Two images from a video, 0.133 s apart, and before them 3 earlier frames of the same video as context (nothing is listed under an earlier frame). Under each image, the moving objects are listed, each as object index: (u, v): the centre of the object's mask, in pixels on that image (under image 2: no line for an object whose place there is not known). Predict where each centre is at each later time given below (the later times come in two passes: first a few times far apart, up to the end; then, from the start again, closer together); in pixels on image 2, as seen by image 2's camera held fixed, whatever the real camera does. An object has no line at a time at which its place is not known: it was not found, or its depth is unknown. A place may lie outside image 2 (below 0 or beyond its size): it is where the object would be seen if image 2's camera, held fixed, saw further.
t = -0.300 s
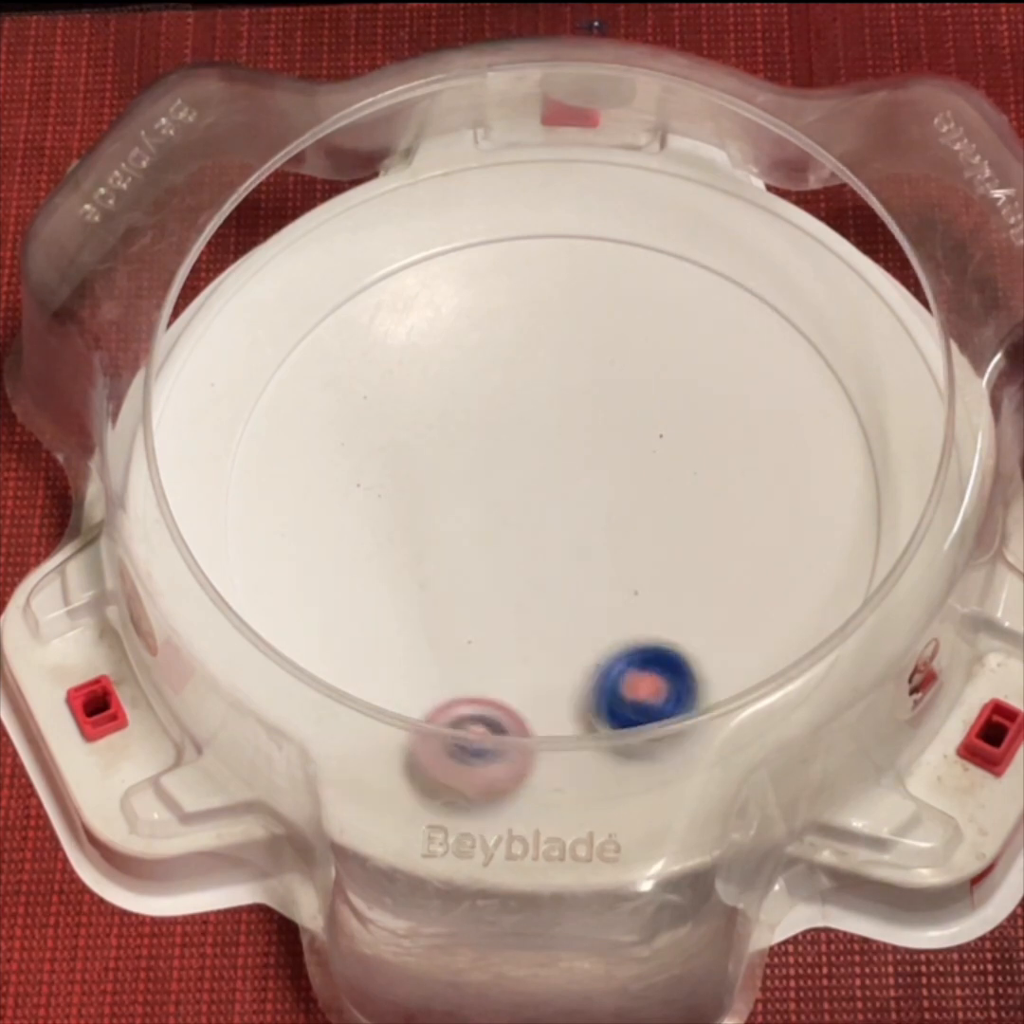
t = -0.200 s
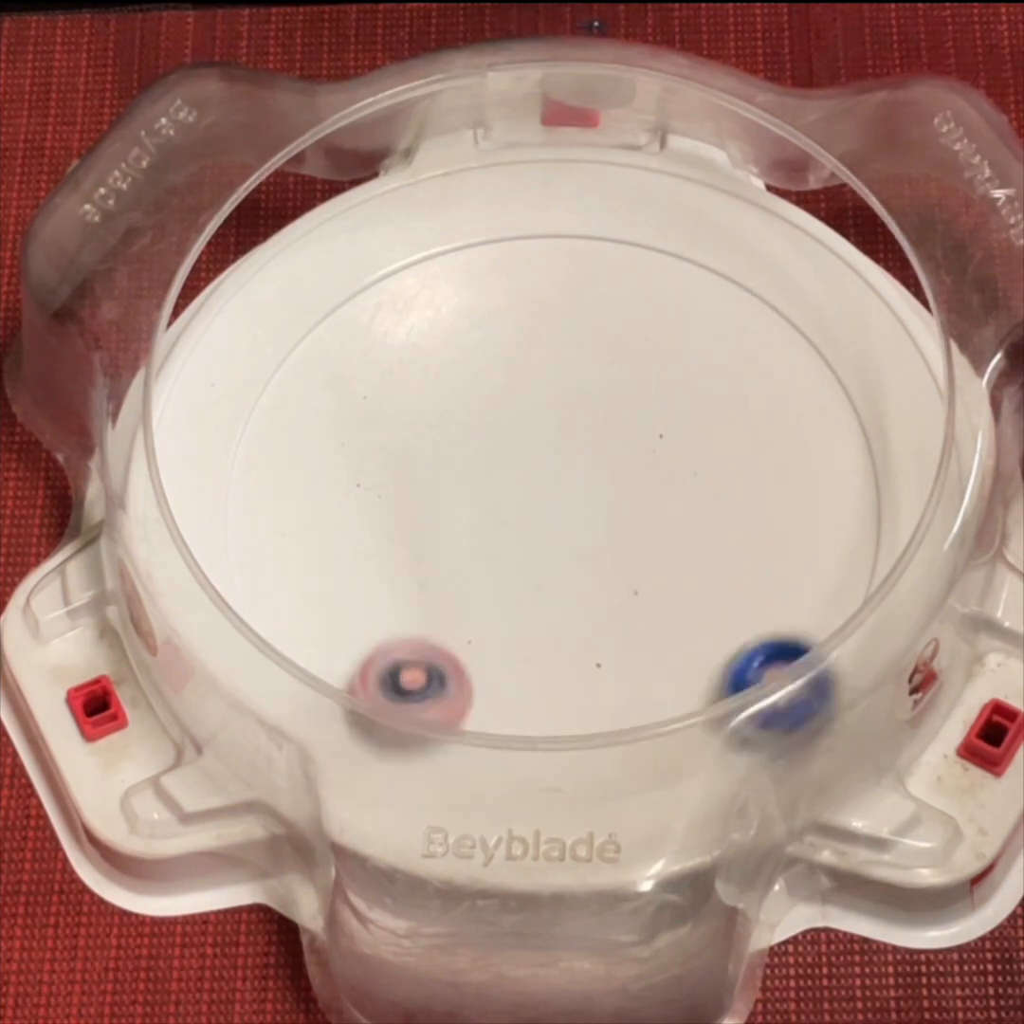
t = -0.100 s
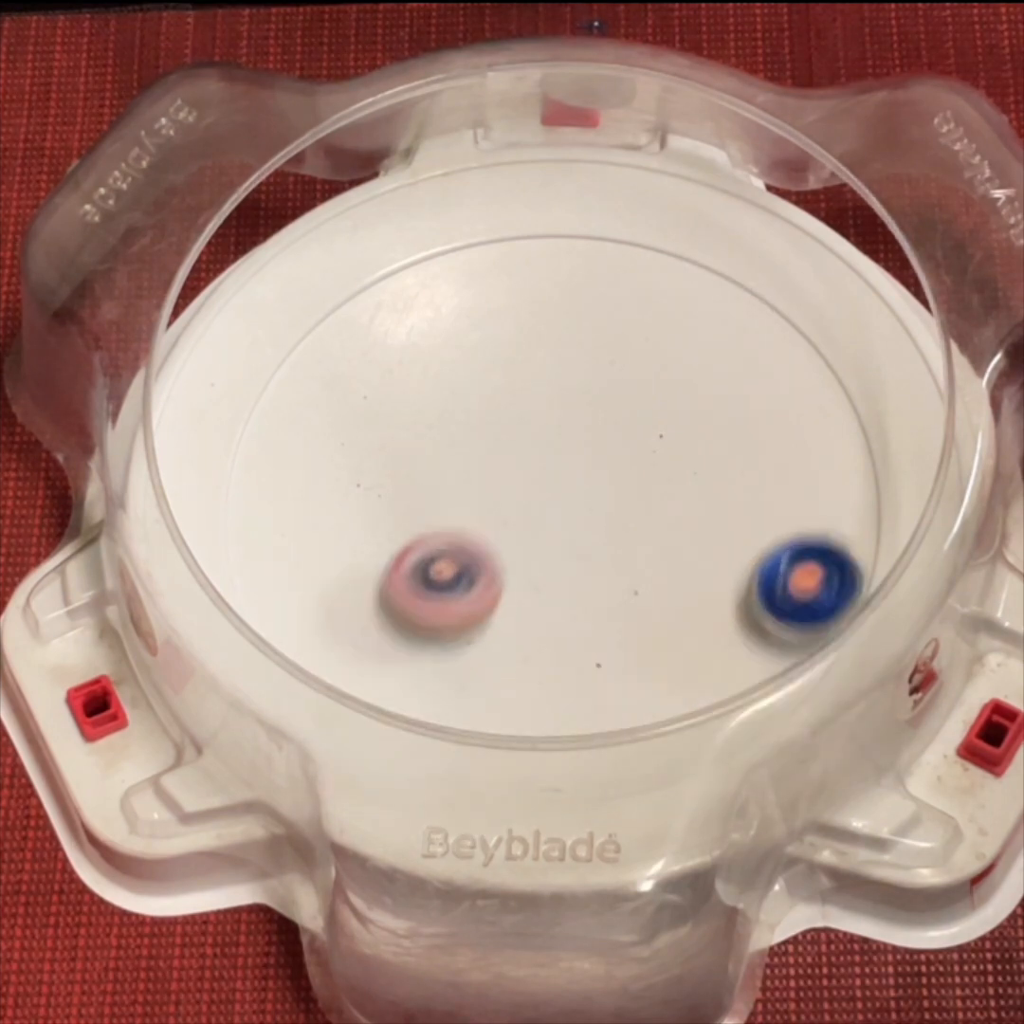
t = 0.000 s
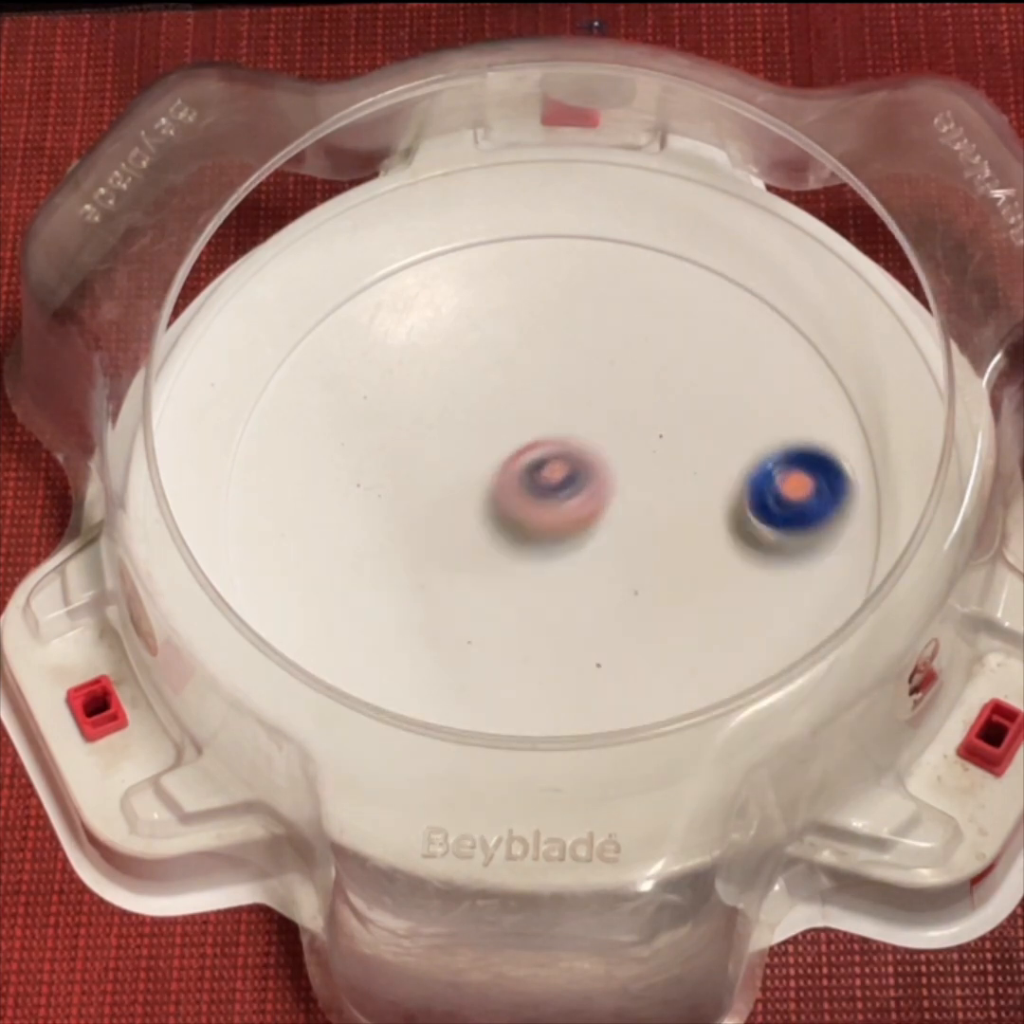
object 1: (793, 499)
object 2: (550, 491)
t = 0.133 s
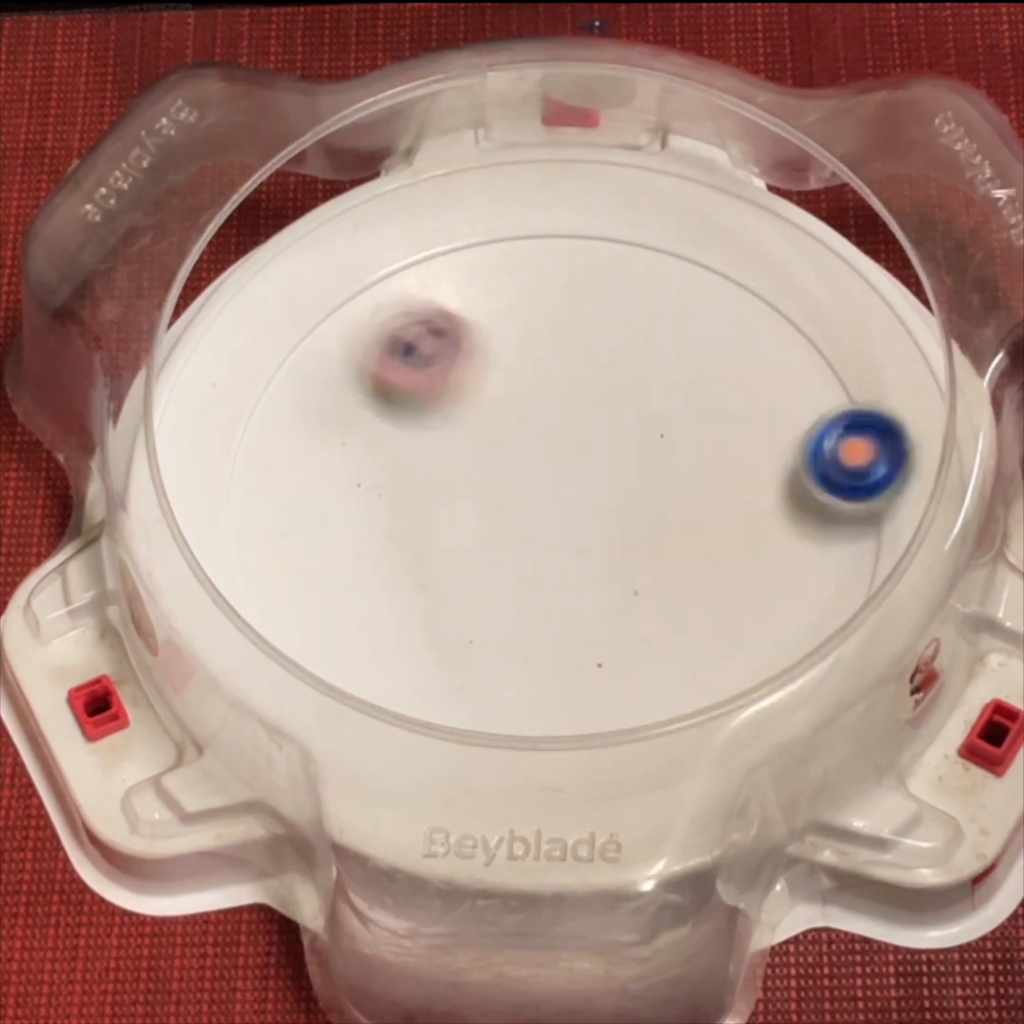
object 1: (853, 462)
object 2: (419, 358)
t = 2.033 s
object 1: (535, 676)
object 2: (580, 512)
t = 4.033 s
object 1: (475, 395)
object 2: (652, 658)
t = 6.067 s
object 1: (449, 465)
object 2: (520, 564)
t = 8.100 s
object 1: (636, 620)
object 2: (452, 577)
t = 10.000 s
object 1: (280, 423)
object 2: (751, 574)
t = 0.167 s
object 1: (830, 480)
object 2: (338, 312)
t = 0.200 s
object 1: (805, 501)
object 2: (300, 292)
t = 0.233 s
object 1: (777, 509)
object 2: (283, 289)
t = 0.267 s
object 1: (748, 515)
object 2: (266, 307)
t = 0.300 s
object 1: (721, 520)
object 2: (257, 328)
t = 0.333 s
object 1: (696, 526)
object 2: (263, 336)
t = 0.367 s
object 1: (673, 534)
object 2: (271, 358)
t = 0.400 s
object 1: (652, 544)
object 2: (292, 373)
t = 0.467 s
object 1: (622, 572)
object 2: (353, 415)
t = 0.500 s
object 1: (612, 588)
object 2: (390, 435)
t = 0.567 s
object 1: (608, 623)
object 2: (474, 460)
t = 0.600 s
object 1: (612, 639)
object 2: (513, 467)
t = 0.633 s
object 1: (620, 654)
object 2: (546, 470)
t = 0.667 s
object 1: (632, 668)
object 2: (571, 470)
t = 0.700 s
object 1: (647, 677)
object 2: (588, 467)
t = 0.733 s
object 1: (666, 680)
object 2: (598, 468)
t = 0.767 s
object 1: (689, 679)
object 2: (602, 472)
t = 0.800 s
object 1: (712, 674)
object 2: (603, 477)
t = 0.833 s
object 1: (734, 664)
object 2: (599, 483)
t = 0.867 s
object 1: (752, 652)
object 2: (592, 489)
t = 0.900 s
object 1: (768, 636)
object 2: (584, 494)
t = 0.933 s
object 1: (774, 618)
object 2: (573, 497)
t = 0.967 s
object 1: (767, 592)
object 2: (562, 498)
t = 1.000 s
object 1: (747, 567)
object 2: (549, 498)
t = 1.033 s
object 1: (718, 546)
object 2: (537, 495)
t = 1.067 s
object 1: (684, 530)
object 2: (526, 489)
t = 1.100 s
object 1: (647, 518)
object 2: (517, 480)
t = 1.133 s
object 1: (624, 519)
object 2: (487, 462)
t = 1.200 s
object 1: (659, 551)
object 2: (342, 372)
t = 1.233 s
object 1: (660, 563)
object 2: (292, 327)
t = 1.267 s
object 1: (653, 572)
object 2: (287, 301)
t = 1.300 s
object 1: (643, 580)
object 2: (283, 293)
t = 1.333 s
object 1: (630, 587)
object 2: (282, 299)
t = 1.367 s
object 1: (615, 595)
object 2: (293, 289)
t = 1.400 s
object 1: (603, 605)
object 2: (307, 289)
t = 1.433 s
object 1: (594, 615)
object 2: (325, 282)
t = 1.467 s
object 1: (587, 625)
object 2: (346, 275)
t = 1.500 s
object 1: (585, 635)
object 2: (370, 266)
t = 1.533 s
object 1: (585, 644)
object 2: (396, 259)
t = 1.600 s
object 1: (598, 657)
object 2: (470, 259)
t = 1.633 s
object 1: (607, 658)
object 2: (512, 267)
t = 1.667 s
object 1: (617, 655)
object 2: (554, 287)
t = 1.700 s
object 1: (625, 647)
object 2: (590, 318)
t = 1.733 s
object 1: (629, 637)
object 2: (617, 358)
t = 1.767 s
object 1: (629, 625)
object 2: (638, 402)
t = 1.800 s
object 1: (622, 612)
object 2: (646, 453)
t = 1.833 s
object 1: (607, 603)
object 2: (644, 494)
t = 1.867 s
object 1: (579, 625)
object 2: (650, 487)
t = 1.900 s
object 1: (559, 642)
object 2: (649, 482)
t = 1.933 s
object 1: (545, 653)
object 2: (642, 482)
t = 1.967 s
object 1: (538, 662)
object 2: (628, 488)
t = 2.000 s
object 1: (534, 670)
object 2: (606, 500)
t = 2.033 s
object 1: (535, 676)
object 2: (580, 512)
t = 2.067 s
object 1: (538, 681)
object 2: (548, 523)
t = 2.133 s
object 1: (546, 679)
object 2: (482, 523)
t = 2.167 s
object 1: (550, 673)
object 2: (450, 513)
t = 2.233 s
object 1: (554, 654)
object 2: (399, 475)
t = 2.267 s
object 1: (551, 641)
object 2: (385, 449)
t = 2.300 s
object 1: (545, 626)
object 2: (378, 419)
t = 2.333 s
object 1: (531, 610)
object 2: (383, 387)
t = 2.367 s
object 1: (513, 594)
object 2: (397, 359)
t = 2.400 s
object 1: (491, 582)
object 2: (422, 333)
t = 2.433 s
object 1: (469, 572)
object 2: (458, 314)
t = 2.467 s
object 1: (443, 567)
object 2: (501, 306)
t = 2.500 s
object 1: (420, 565)
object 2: (548, 310)
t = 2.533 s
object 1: (398, 568)
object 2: (594, 323)
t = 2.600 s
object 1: (359, 587)
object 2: (665, 386)
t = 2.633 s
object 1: (348, 602)
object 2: (687, 432)
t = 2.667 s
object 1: (343, 619)
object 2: (700, 478)
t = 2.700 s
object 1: (348, 637)
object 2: (695, 530)
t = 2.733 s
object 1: (363, 648)
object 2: (680, 579)
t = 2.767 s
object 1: (383, 660)
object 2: (650, 624)
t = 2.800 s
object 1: (410, 668)
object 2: (611, 661)
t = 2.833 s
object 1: (436, 673)
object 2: (566, 688)
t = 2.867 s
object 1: (419, 655)
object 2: (576, 717)
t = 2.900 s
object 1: (411, 635)
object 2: (582, 736)
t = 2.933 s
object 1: (406, 616)
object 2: (578, 750)
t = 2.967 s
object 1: (400, 596)
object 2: (566, 759)
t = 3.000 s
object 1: (392, 577)
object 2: (544, 763)
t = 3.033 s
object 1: (382, 560)
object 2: (514, 762)
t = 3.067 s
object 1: (369, 546)
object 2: (480, 757)
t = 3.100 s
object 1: (354, 533)
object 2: (438, 745)
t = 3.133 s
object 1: (339, 524)
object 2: (395, 725)
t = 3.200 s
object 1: (306, 513)
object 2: (330, 654)
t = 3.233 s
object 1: (290, 509)
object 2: (321, 614)
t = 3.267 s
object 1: (266, 433)
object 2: (342, 661)
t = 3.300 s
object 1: (272, 370)
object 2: (369, 706)
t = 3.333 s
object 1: (302, 329)
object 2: (401, 736)
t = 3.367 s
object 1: (345, 316)
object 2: (444, 740)
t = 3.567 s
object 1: (586, 322)
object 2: (597, 685)
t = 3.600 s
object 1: (608, 334)
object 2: (609, 676)
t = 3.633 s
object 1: (625, 349)
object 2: (620, 669)
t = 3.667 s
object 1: (634, 368)
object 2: (629, 661)
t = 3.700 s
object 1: (639, 389)
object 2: (637, 656)
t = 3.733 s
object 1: (635, 408)
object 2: (645, 652)
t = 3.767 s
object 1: (626, 425)
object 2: (653, 651)
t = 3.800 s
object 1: (614, 437)
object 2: (660, 650)
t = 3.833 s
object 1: (599, 445)
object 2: (666, 651)
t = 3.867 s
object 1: (581, 447)
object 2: (672, 652)
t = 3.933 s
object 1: (541, 436)
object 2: (676, 659)
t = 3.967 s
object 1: (519, 424)
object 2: (670, 661)
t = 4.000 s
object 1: (496, 408)
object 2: (663, 662)
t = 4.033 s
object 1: (475, 395)
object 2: (652, 658)
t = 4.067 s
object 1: (453, 384)
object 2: (641, 648)
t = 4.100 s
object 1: (432, 373)
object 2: (630, 633)
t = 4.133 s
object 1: (410, 365)
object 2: (620, 613)
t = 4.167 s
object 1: (388, 359)
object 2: (614, 589)
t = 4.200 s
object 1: (365, 356)
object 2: (614, 563)
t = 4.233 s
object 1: (344, 357)
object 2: (618, 537)
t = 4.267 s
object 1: (322, 361)
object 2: (627, 513)
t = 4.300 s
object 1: (302, 369)
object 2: (640, 491)
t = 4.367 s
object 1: (270, 394)
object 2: (675, 457)
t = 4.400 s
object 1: (259, 414)
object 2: (695, 447)
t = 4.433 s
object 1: (254, 438)
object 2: (715, 442)
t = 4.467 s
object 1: (257, 463)
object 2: (734, 444)
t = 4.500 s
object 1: (270, 489)
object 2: (752, 452)
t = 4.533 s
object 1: (291, 515)
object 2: (765, 467)
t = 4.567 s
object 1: (317, 534)
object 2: (769, 487)
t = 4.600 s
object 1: (351, 550)
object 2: (763, 510)
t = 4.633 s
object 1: (387, 560)
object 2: (746, 533)
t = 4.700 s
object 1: (458, 562)
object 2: (681, 566)
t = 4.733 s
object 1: (492, 557)
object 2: (639, 570)
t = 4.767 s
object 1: (468, 536)
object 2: (660, 570)
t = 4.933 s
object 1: (299, 456)
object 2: (835, 556)
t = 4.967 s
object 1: (297, 465)
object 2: (830, 561)
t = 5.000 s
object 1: (300, 481)
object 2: (812, 573)
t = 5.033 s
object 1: (310, 501)
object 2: (781, 588)
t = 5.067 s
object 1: (330, 520)
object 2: (741, 598)
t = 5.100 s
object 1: (356, 534)
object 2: (699, 599)
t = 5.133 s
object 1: (387, 544)
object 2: (657, 591)
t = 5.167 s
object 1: (416, 547)
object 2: (615, 576)
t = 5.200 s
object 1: (450, 546)
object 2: (581, 555)
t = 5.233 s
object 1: (443, 534)
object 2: (598, 535)
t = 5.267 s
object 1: (437, 520)
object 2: (618, 513)
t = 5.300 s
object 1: (441, 508)
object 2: (629, 491)
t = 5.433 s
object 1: (485, 454)
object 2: (636, 413)
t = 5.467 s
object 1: (492, 438)
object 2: (641, 400)
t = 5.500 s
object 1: (494, 422)
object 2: (646, 389)
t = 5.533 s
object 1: (494, 407)
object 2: (651, 382)
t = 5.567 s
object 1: (488, 392)
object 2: (658, 378)
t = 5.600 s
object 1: (479, 381)
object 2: (664, 379)
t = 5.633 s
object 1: (467, 372)
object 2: (667, 385)
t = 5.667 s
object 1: (456, 369)
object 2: (666, 395)
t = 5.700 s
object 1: (447, 371)
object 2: (660, 408)
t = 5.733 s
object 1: (444, 376)
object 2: (650, 421)
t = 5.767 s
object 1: (443, 384)
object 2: (637, 432)
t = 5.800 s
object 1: (445, 394)
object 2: (618, 444)
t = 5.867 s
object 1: (452, 414)
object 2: (577, 463)
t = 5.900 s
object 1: (454, 422)
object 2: (561, 473)
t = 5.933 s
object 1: (439, 418)
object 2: (565, 500)
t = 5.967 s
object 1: (434, 423)
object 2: (564, 522)
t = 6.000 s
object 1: (435, 434)
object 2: (556, 540)
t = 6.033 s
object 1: (439, 450)
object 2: (541, 555)
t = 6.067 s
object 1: (449, 465)
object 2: (520, 564)
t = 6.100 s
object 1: (462, 464)
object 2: (501, 586)
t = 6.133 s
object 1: (467, 438)
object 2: (496, 635)
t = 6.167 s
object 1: (473, 419)
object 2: (486, 675)
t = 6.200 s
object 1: (477, 408)
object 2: (472, 694)
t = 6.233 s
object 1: (479, 400)
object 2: (454, 720)
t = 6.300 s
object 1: (480, 392)
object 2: (405, 729)
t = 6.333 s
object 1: (480, 392)
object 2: (376, 725)
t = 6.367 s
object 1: (479, 393)
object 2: (356, 703)
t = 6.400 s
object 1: (480, 397)
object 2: (339, 680)
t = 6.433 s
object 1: (482, 403)
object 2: (323, 655)
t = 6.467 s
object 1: (486, 410)
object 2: (311, 624)
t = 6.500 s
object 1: (492, 417)
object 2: (308, 592)
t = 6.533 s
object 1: (500, 424)
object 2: (317, 561)
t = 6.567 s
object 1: (510, 430)
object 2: (336, 533)
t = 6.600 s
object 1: (523, 436)
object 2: (364, 508)
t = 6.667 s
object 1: (553, 441)
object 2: (433, 476)
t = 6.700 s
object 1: (584, 435)
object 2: (453, 472)
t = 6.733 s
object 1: (620, 424)
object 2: (459, 472)
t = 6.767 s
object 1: (648, 414)
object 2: (474, 475)
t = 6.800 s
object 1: (666, 403)
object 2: (497, 479)
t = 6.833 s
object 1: (675, 391)
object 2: (524, 488)
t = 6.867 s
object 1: (680, 377)
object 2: (551, 502)
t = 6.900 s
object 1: (682, 362)
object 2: (573, 522)
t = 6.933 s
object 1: (680, 347)
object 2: (590, 545)
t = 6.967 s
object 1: (673, 334)
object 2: (598, 570)
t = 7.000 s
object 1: (660, 324)
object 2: (598, 595)
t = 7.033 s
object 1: (644, 318)
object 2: (590, 617)
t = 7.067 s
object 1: (626, 320)
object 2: (575, 637)
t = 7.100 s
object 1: (607, 330)
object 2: (553, 649)
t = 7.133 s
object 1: (589, 345)
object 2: (525, 655)
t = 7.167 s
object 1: (575, 365)
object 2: (496, 651)
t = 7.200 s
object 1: (564, 388)
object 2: (467, 639)
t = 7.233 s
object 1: (557, 413)
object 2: (445, 619)
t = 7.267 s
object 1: (555, 436)
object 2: (432, 594)
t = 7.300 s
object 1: (557, 459)
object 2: (429, 564)
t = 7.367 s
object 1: (570, 503)
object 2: (451, 508)
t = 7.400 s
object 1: (647, 519)
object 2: (383, 482)
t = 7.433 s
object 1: (721, 528)
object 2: (314, 452)
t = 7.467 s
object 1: (783, 533)
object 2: (262, 423)
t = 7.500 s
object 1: (830, 534)
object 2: (248, 404)
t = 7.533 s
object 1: (860, 529)
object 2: (264, 401)
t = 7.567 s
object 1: (847, 522)
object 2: (286, 402)
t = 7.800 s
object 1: (691, 500)
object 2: (484, 433)
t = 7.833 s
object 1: (675, 505)
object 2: (501, 441)
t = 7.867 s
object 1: (663, 515)
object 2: (512, 453)
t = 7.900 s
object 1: (653, 526)
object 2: (519, 468)
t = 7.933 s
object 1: (646, 540)
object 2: (519, 487)
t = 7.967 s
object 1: (640, 555)
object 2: (513, 507)
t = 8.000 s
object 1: (636, 572)
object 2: (503, 527)
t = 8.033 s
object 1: (635, 588)
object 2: (489, 547)
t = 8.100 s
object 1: (636, 620)
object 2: (452, 577)
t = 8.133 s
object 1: (640, 634)
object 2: (430, 586)
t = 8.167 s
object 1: (645, 647)
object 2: (407, 589)
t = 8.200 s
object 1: (651, 658)
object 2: (386, 585)
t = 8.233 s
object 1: (657, 668)
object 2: (369, 576)
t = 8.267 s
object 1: (665, 674)
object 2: (358, 562)
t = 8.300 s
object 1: (673, 676)
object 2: (356, 546)
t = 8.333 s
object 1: (681, 676)
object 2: (362, 530)
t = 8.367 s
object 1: (688, 674)
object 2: (378, 516)
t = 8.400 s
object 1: (692, 670)
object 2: (400, 505)
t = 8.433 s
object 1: (694, 663)
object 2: (427, 499)
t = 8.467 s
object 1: (689, 657)
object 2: (457, 498)
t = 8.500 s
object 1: (680, 645)
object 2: (486, 502)
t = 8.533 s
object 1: (666, 634)
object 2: (513, 511)
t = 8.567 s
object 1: (647, 624)
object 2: (538, 522)
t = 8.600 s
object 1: (629, 619)
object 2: (556, 533)
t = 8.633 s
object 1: (621, 628)
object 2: (558, 523)
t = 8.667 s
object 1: (608, 631)
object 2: (562, 520)
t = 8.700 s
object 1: (592, 636)
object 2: (570, 521)
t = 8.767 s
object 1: (560, 644)
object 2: (587, 534)
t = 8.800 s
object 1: (546, 647)
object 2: (592, 542)
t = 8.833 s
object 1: (532, 651)
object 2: (592, 549)
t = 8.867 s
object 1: (519, 656)
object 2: (590, 556)
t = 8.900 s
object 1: (508, 658)
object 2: (585, 560)
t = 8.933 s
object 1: (499, 660)
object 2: (579, 562)
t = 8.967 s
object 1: (492, 661)
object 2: (573, 562)
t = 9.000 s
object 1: (486, 662)
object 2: (566, 560)
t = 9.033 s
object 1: (480, 659)
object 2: (557, 558)
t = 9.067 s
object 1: (476, 657)
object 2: (551, 554)
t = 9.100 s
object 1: (472, 651)
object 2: (544, 547)
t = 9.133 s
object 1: (469, 645)
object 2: (537, 540)
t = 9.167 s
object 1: (465, 637)
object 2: (532, 529)
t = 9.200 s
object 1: (461, 628)
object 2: (529, 520)
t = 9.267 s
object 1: (448, 607)
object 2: (531, 499)
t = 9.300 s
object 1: (439, 596)
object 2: (537, 489)
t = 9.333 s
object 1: (428, 586)
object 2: (542, 483)
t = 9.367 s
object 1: (416, 577)
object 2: (548, 478)
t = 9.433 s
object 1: (393, 564)
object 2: (564, 471)
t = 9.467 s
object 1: (382, 558)
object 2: (571, 470)
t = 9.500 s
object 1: (372, 555)
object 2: (575, 472)
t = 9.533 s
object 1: (365, 551)
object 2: (579, 475)
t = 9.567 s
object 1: (361, 549)
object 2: (583, 478)
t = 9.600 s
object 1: (359, 548)
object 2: (583, 483)
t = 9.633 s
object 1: (358, 546)
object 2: (583, 488)
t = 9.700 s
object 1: (366, 543)
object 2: (577, 500)
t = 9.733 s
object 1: (373, 540)
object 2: (571, 505)
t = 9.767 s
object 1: (382, 536)
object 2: (565, 511)
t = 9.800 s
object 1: (390, 530)
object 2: (557, 514)
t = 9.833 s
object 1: (402, 521)
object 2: (549, 516)
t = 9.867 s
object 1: (412, 512)
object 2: (540, 517)
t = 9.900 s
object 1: (395, 490)
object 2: (569, 526)
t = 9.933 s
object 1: (343, 460)
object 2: (642, 543)
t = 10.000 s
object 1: (280, 423)
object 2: (751, 574)
